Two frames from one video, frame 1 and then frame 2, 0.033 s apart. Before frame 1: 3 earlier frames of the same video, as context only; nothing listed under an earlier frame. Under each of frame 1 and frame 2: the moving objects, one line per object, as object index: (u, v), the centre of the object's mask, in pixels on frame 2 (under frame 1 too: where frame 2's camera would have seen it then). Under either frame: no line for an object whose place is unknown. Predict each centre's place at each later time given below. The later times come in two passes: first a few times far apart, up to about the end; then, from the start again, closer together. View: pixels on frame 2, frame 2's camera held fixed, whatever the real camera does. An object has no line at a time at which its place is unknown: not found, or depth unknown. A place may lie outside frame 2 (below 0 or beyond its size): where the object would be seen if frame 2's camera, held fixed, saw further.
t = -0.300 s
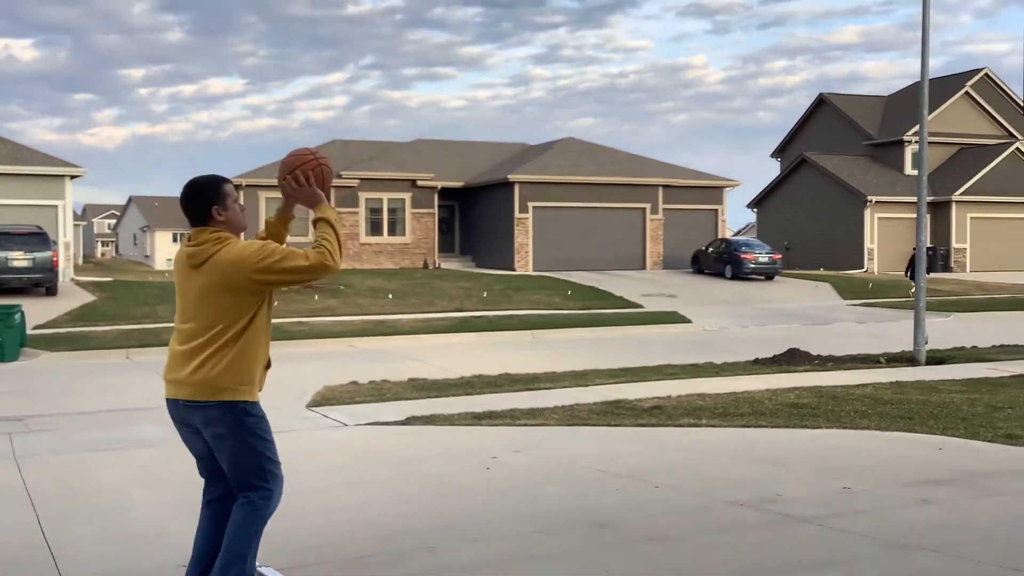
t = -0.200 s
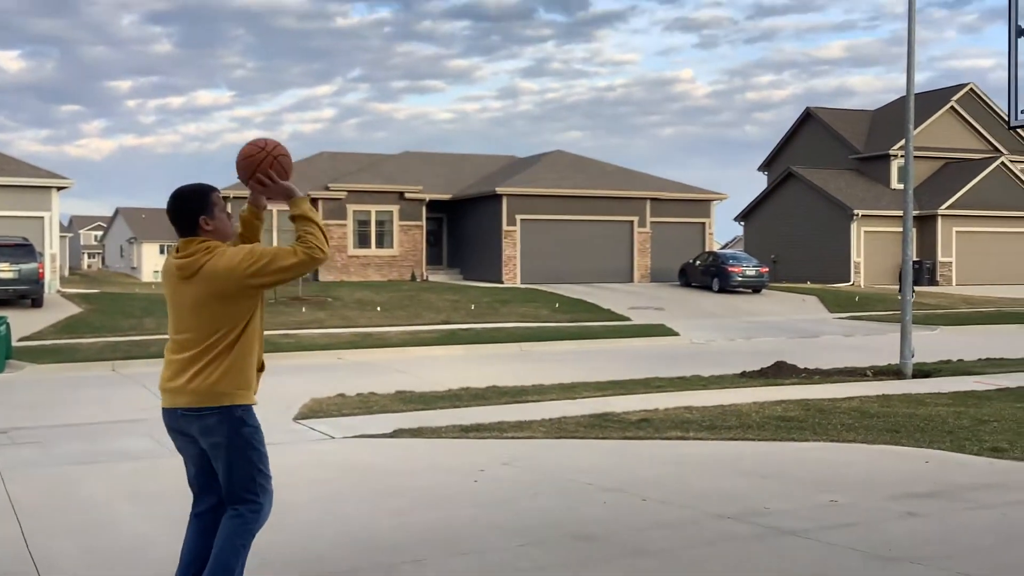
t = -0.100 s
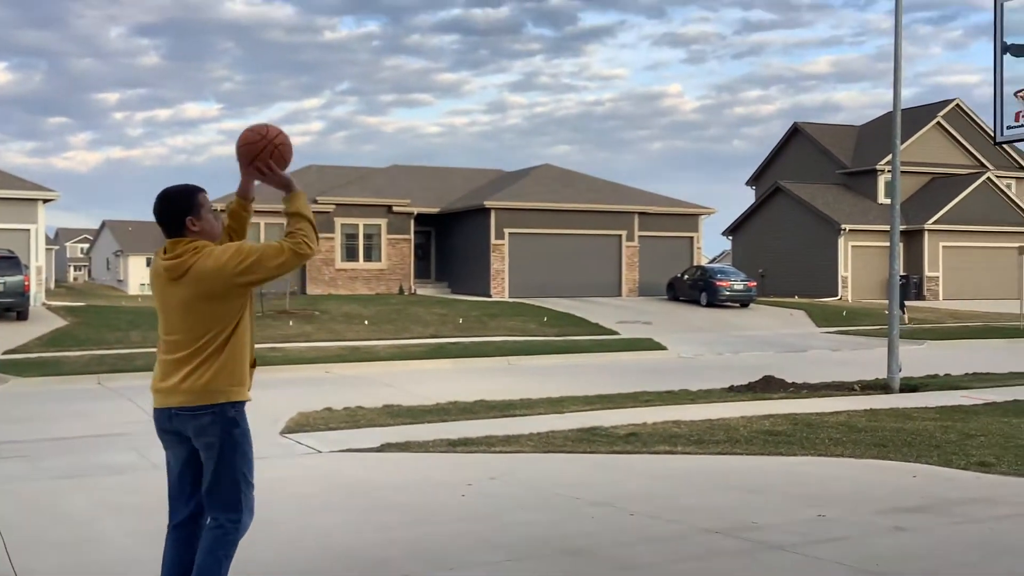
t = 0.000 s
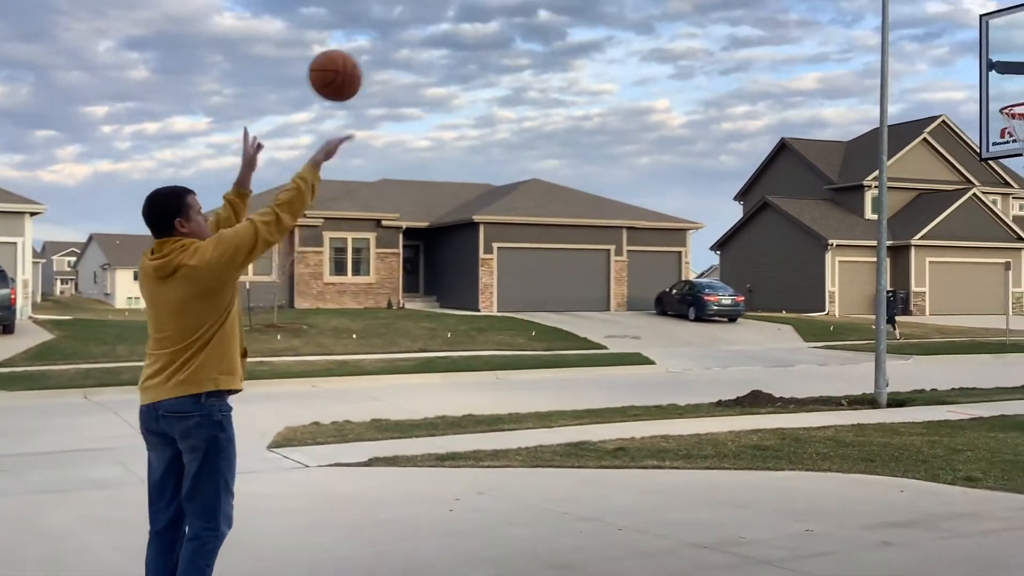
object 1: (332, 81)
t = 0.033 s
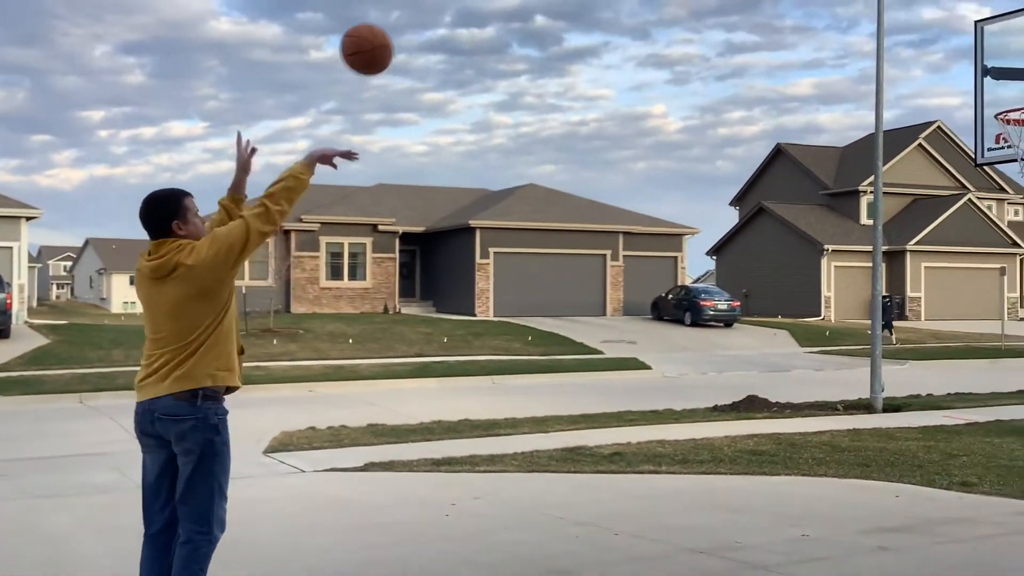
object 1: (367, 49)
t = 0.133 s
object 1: (467, -9)
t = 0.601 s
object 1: (828, -73)
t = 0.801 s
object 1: (948, 26)
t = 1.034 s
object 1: (1045, 92)
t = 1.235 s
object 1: (1052, 71)
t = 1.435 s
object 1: (1028, 87)
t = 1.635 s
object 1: (1026, 86)
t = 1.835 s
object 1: (1022, 101)
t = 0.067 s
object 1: (401, 21)
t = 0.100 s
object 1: (434, 3)
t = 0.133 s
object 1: (467, -9)
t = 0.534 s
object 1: (783, -81)
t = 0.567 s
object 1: (806, -80)
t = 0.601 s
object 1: (828, -73)
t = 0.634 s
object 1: (850, -61)
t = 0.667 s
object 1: (870, -46)
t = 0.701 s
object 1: (891, -31)
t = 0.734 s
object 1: (910, -13)
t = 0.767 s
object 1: (930, 6)
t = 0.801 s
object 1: (948, 26)
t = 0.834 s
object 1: (967, 48)
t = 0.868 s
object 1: (984, 71)
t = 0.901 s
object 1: (1002, 95)
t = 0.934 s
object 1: (1013, 93)
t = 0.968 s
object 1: (1024, 91)
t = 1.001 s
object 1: (1034, 91)
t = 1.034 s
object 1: (1045, 92)
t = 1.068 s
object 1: (1055, 93)
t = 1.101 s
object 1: (1065, 91)
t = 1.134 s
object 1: (1064, 85)
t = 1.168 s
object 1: (1060, 79)
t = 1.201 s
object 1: (1056, 74)
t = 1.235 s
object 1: (1052, 71)
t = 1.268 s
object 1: (1048, 70)
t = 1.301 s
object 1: (1044, 71)
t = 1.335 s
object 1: (1040, 73)
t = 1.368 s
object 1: (1035, 78)
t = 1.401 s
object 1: (1031, 85)
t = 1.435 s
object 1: (1028, 87)
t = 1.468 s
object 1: (1028, 84)
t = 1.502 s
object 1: (1027, 82)
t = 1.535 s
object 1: (1027, 82)
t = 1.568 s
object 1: (1027, 84)
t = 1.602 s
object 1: (1026, 87)
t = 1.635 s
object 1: (1026, 86)
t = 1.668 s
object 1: (1025, 87)
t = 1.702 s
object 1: (1025, 87)
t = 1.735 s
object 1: (1024, 88)
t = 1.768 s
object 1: (1023, 91)
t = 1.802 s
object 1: (1023, 95)
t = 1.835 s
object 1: (1022, 101)
